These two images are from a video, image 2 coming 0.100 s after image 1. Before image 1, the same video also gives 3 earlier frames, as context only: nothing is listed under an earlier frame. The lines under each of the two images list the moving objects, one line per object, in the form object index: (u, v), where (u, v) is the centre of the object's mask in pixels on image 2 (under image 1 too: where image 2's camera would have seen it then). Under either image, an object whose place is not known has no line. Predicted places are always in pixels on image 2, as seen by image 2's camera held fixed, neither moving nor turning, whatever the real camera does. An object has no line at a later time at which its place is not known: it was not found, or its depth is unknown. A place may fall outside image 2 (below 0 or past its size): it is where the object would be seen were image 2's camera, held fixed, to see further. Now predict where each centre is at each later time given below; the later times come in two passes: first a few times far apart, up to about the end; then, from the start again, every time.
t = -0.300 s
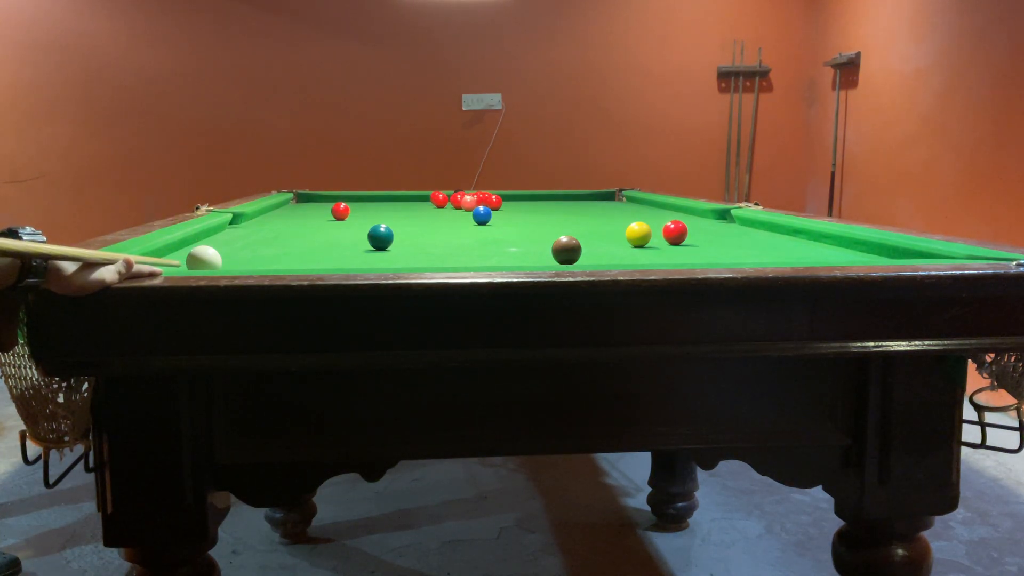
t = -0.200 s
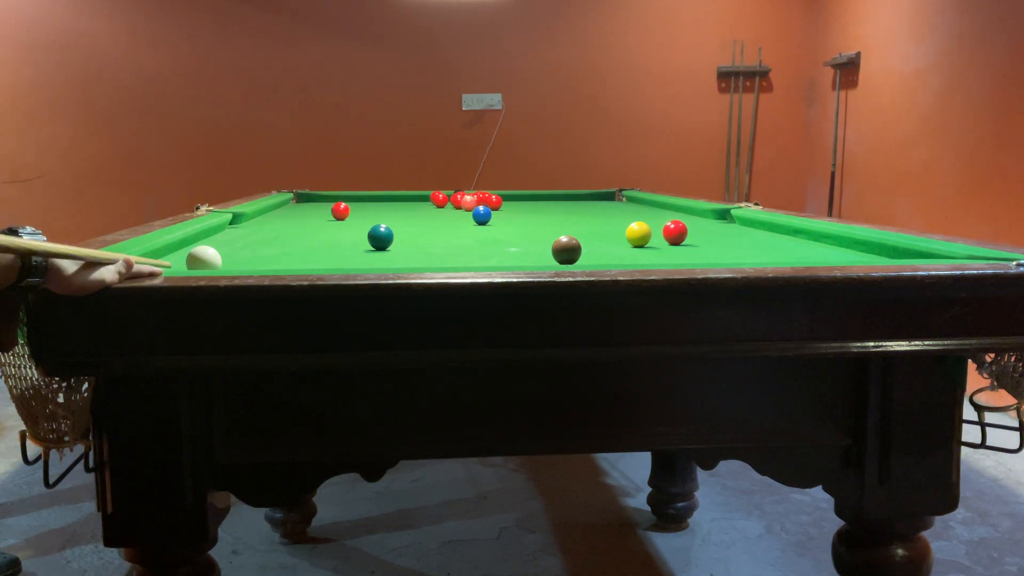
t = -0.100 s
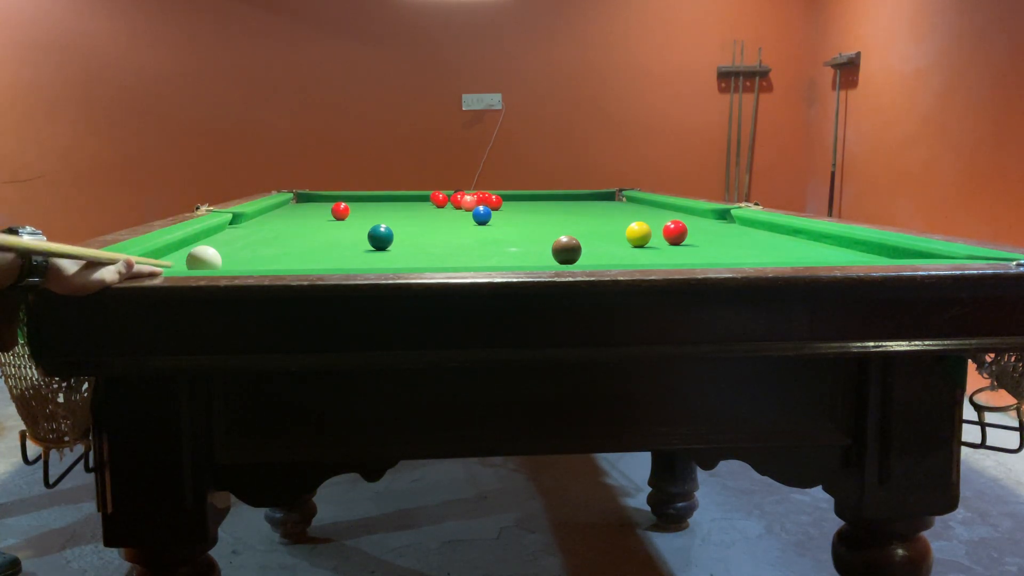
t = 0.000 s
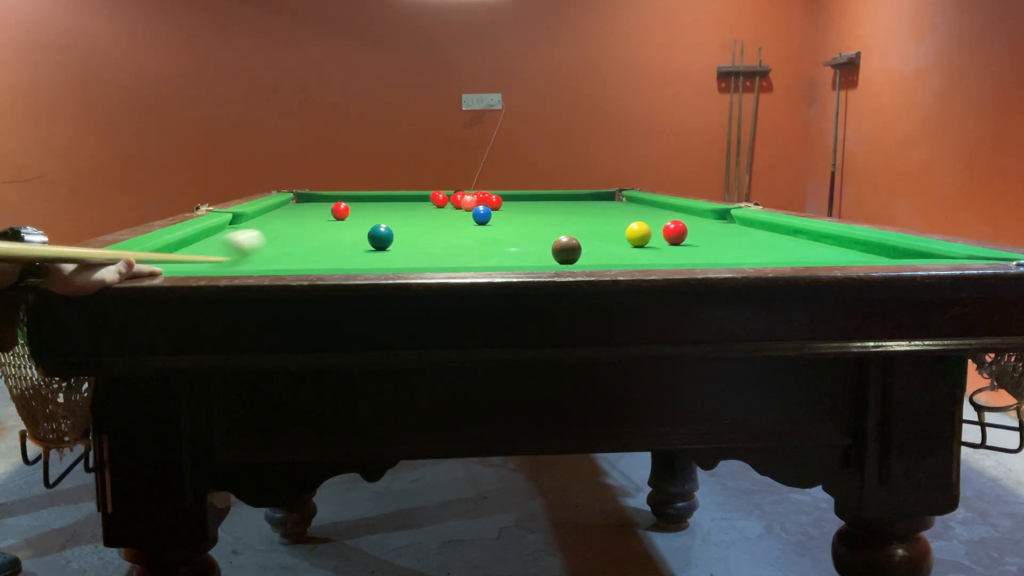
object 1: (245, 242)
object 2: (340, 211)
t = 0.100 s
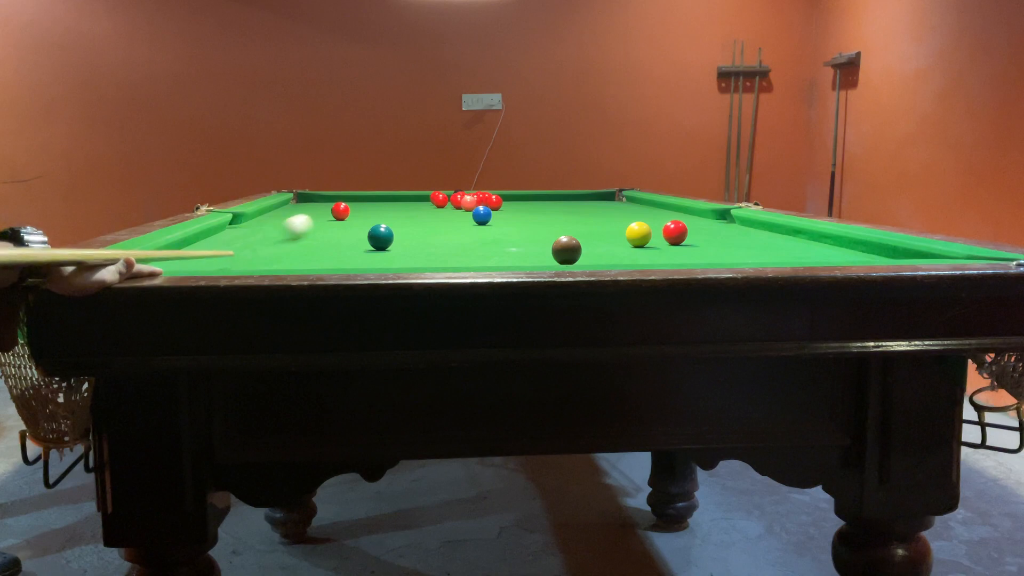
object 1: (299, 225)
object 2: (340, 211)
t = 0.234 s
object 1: (341, 211)
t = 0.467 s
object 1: (397, 210)
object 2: (331, 199)
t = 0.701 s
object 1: (443, 208)
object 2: (322, 198)
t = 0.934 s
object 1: (484, 204)
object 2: (308, 204)
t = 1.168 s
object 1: (521, 205)
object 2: (291, 211)
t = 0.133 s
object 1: (311, 221)
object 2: (340, 211)
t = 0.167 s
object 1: (322, 218)
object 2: (341, 210)
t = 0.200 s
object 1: (332, 215)
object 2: (344, 209)
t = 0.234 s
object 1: (341, 211)
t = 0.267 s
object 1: (351, 211)
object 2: (336, 208)
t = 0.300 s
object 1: (360, 211)
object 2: (337, 207)
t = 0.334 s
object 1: (368, 211)
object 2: (336, 205)
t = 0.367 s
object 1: (376, 211)
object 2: (334, 203)
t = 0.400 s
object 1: (383, 210)
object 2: (333, 202)
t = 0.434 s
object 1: (390, 210)
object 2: (332, 200)
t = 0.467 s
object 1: (397, 210)
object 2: (331, 199)
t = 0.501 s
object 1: (404, 209)
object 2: (330, 198)
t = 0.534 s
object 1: (411, 209)
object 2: (330, 197)
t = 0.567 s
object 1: (417, 209)
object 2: (329, 196)
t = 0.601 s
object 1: (424, 209)
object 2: (327, 196)
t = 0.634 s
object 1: (430, 209)
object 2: (325, 197)
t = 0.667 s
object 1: (436, 209)
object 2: (323, 198)
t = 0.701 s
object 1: (443, 208)
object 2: (322, 198)
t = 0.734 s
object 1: (449, 208)
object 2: (320, 199)
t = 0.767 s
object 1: (455, 208)
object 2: (318, 200)
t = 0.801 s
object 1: (460, 208)
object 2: (316, 201)
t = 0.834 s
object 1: (467, 207)
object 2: (314, 201)
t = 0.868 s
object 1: (471, 206)
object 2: (312, 202)
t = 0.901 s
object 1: (477, 204)
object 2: (310, 203)
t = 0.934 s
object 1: (484, 204)
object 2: (308, 204)
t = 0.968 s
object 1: (491, 204)
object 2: (306, 205)
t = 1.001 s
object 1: (495, 206)
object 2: (303, 206)
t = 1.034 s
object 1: (500, 206)
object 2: (301, 207)
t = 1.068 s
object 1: (505, 206)
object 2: (298, 208)
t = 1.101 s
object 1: (511, 206)
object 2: (296, 209)
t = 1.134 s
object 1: (516, 205)
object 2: (293, 210)
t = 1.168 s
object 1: (521, 205)
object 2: (291, 211)
